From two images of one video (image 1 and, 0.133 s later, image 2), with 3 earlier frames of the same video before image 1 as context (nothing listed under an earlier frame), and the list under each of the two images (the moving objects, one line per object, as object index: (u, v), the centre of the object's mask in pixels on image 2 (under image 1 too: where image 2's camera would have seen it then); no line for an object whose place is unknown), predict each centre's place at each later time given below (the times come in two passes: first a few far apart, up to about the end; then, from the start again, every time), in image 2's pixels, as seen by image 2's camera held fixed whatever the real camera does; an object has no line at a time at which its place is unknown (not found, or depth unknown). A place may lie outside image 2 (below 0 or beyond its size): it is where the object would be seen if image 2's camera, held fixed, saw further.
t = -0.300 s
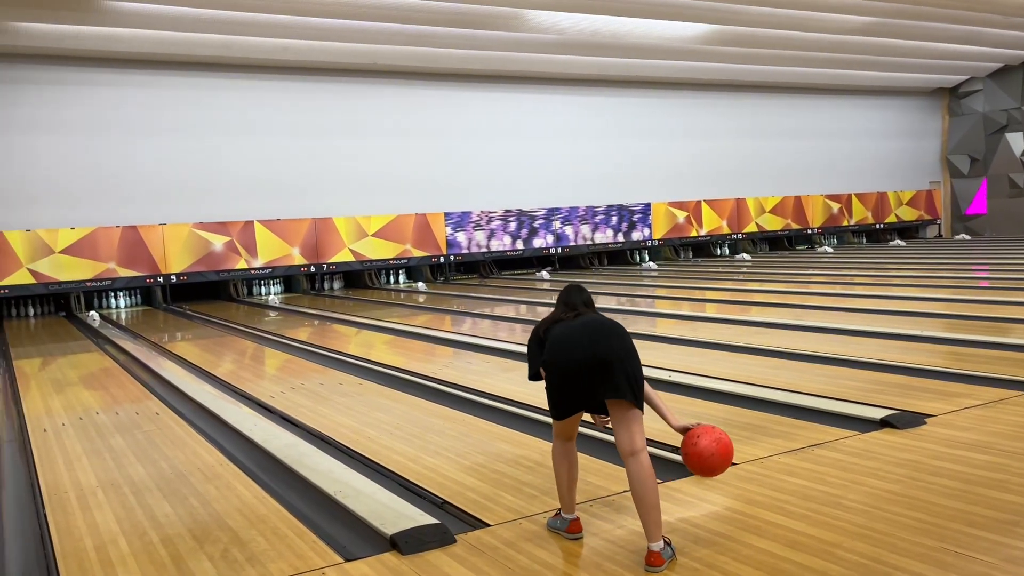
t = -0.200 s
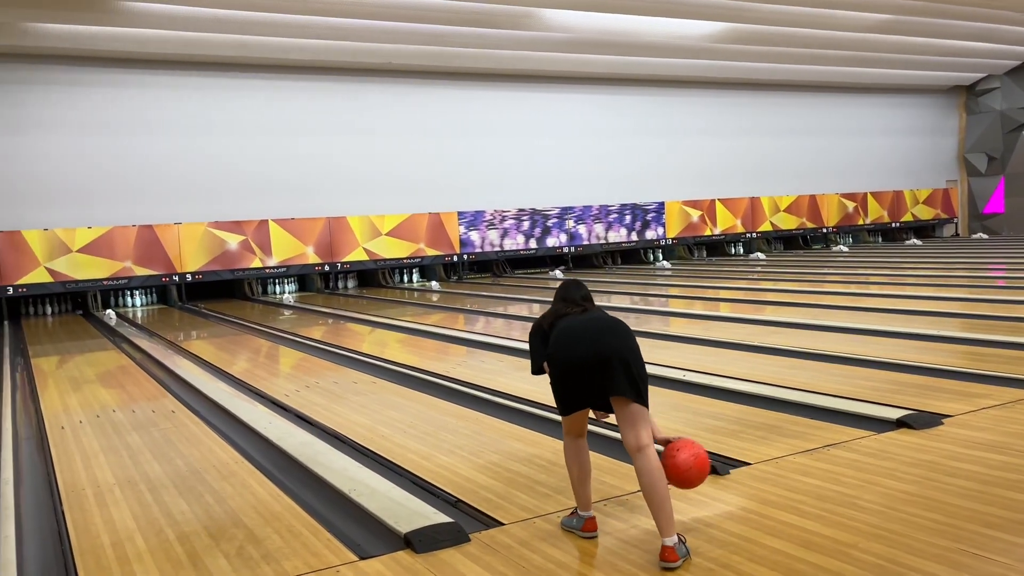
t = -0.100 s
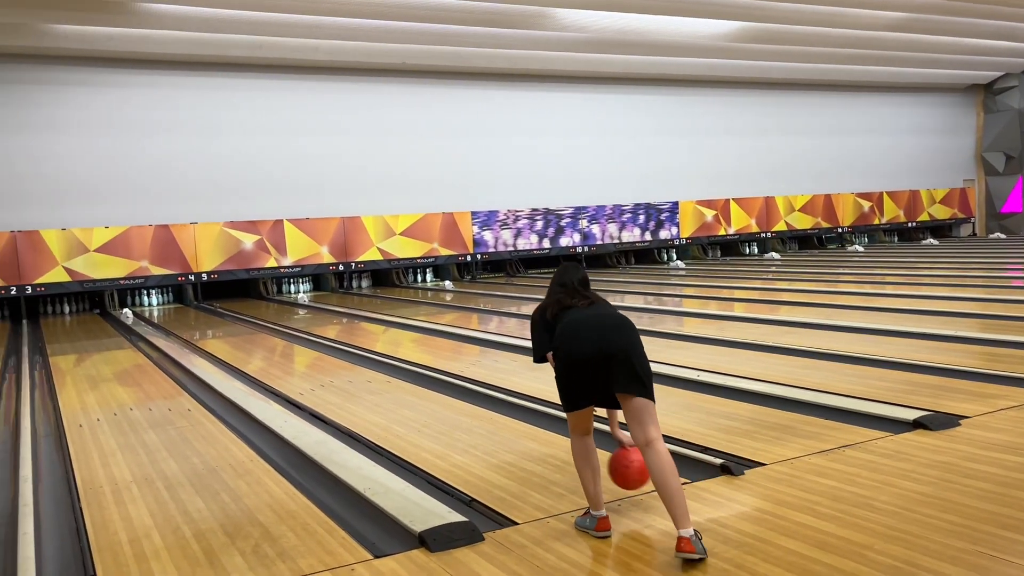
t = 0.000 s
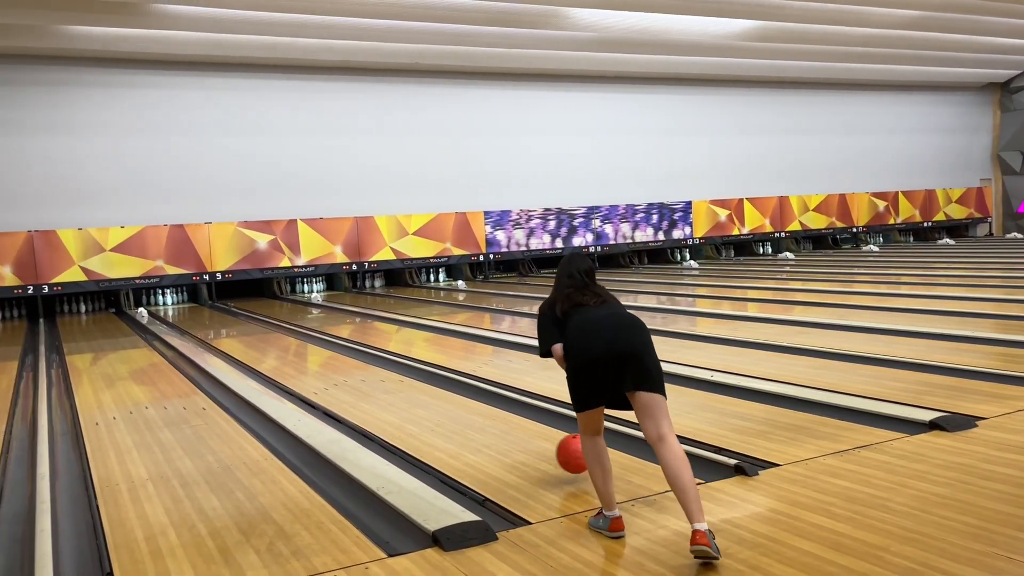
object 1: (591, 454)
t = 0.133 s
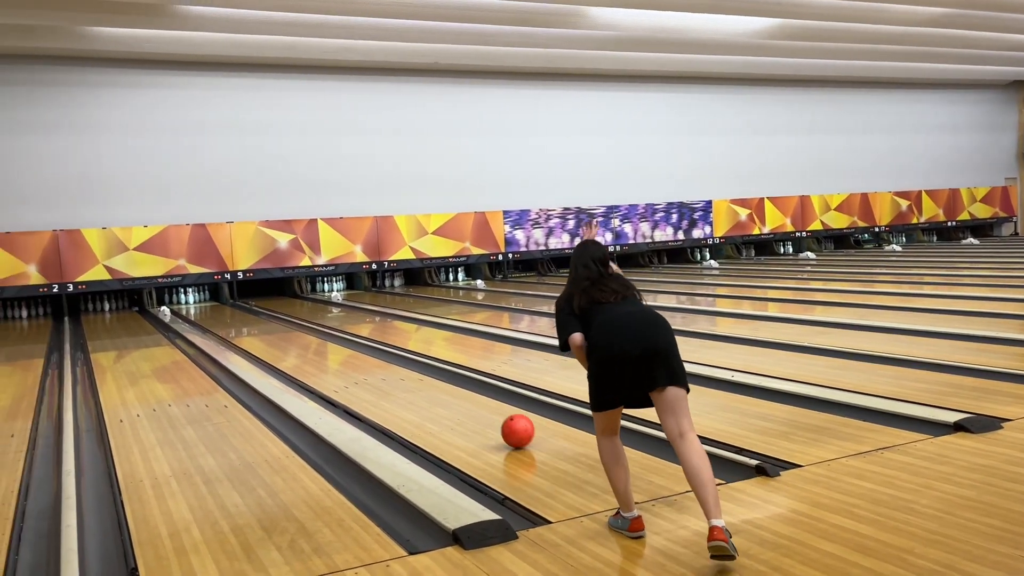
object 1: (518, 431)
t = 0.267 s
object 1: (460, 410)
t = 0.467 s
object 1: (399, 385)
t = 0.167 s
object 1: (502, 425)
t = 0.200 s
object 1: (487, 420)
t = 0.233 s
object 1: (473, 414)
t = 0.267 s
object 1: (460, 410)
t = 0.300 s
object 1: (449, 405)
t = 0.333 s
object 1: (437, 400)
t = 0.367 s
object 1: (427, 396)
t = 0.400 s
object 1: (417, 392)
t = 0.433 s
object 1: (408, 389)
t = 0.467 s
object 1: (399, 385)
